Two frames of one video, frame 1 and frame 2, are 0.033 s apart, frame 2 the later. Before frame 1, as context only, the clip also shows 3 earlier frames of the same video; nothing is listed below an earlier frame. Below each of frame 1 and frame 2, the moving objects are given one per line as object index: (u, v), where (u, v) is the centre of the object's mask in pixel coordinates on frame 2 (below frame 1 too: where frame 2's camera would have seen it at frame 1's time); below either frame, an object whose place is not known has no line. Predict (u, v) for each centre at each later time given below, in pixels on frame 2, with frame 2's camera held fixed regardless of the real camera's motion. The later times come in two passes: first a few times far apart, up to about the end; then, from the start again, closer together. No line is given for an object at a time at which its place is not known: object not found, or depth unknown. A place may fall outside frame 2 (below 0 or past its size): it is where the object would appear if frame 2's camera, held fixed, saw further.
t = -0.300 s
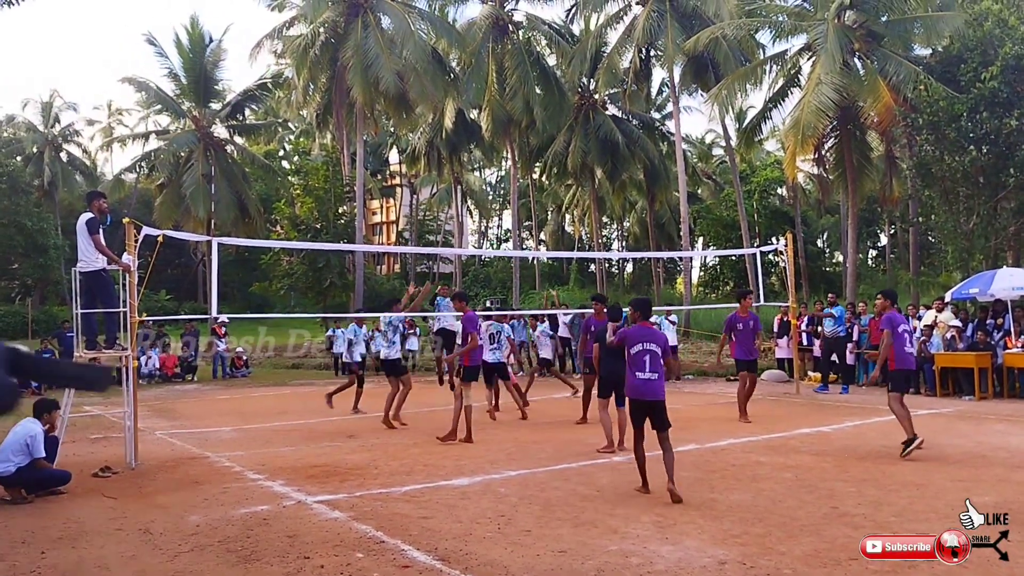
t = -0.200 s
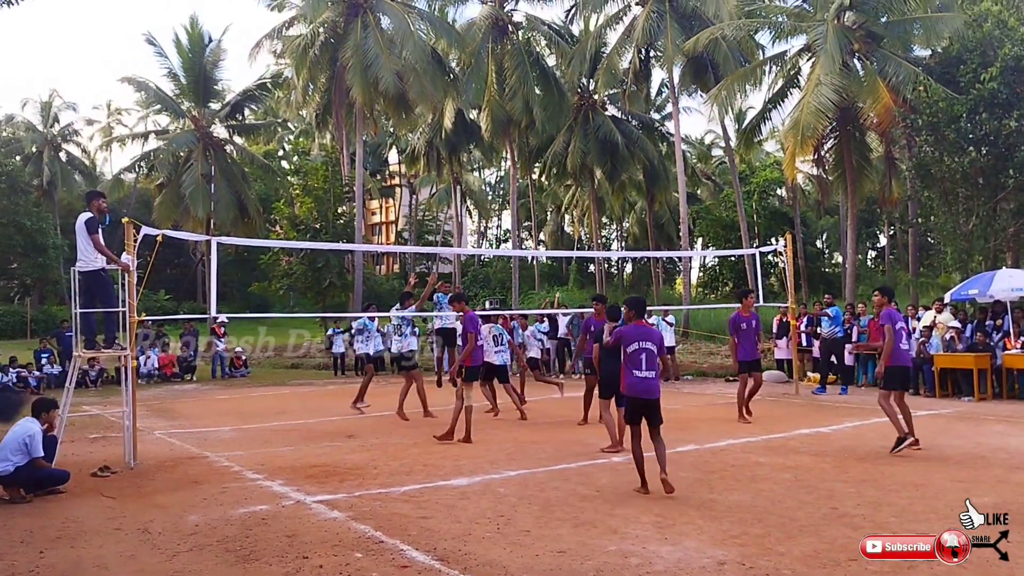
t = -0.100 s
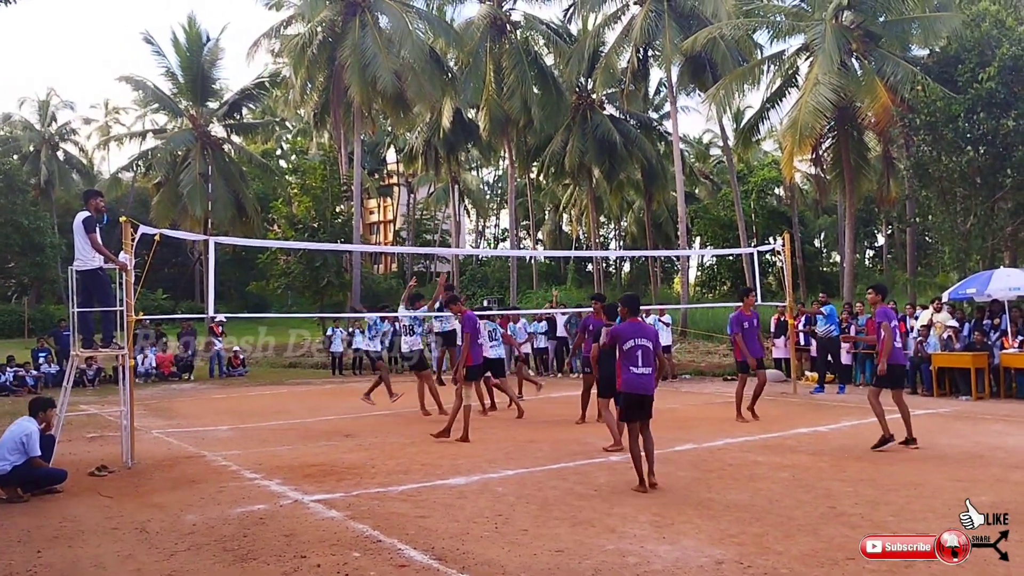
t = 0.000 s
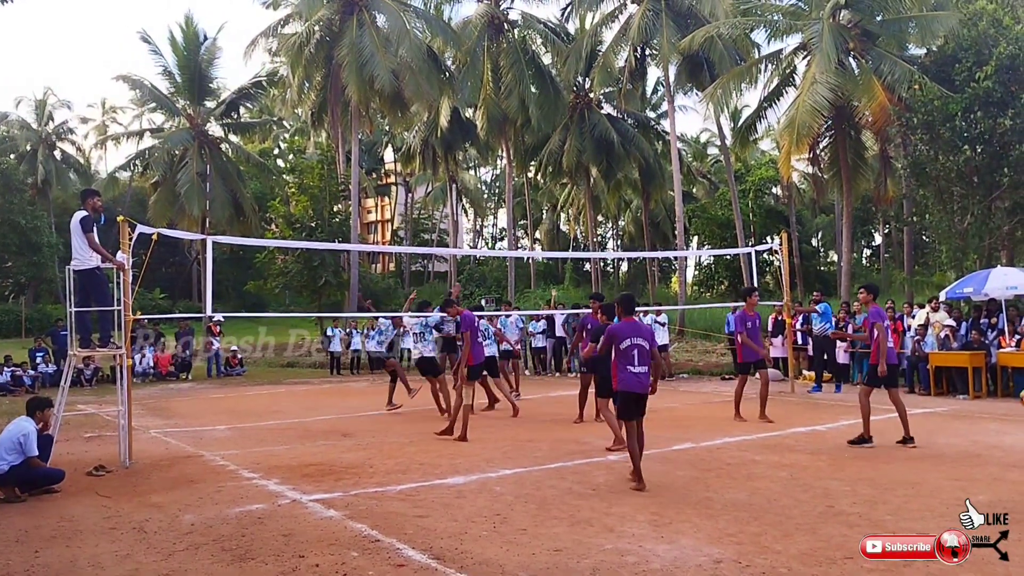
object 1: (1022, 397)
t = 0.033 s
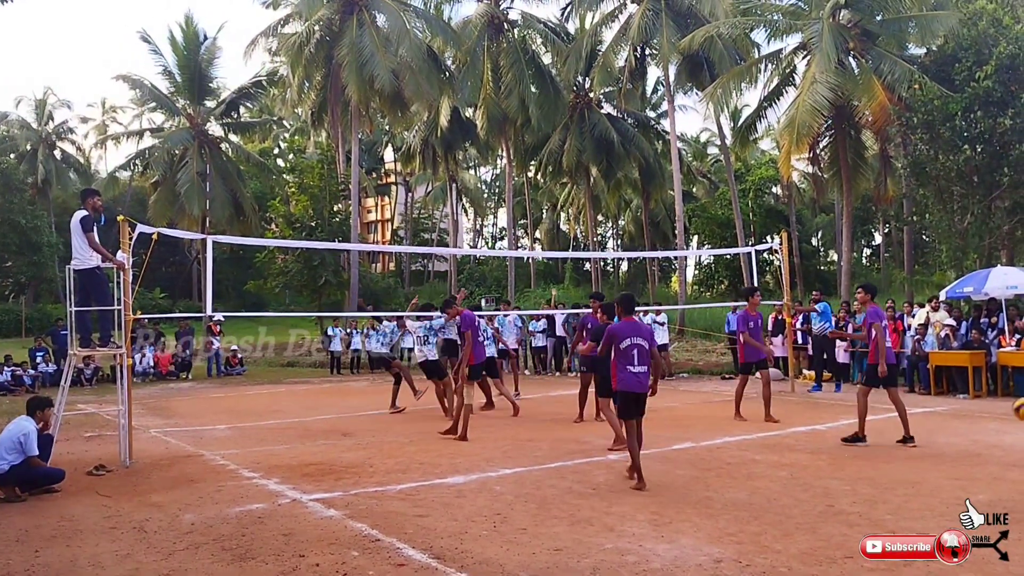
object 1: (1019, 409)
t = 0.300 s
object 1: (957, 427)
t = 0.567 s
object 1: (882, 410)
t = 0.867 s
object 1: (790, 490)
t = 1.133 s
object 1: (711, 447)
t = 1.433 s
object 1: (611, 503)
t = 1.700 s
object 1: (522, 483)
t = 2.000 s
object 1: (409, 527)
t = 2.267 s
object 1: (307, 525)
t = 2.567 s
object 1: (179, 547)
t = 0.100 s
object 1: (1010, 436)
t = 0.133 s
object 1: (1001, 449)
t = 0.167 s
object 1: (994, 464)
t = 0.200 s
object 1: (984, 454)
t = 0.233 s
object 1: (975, 445)
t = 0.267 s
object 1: (966, 436)
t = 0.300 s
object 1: (957, 427)
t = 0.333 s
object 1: (947, 421)
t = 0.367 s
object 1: (938, 416)
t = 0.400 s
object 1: (928, 413)
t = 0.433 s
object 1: (919, 409)
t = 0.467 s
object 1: (910, 408)
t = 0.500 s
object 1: (901, 408)
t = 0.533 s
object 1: (891, 408)
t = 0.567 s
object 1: (882, 410)
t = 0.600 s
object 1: (872, 414)
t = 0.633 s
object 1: (862, 419)
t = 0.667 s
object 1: (852, 425)
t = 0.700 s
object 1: (844, 433)
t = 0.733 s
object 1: (832, 442)
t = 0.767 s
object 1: (821, 452)
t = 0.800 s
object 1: (811, 464)
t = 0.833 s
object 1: (800, 478)
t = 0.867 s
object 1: (790, 490)
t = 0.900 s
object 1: (780, 481)
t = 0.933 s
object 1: (770, 472)
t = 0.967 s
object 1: (761, 464)
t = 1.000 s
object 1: (751, 458)
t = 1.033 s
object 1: (742, 453)
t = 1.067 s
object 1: (730, 449)
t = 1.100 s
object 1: (720, 447)
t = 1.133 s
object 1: (711, 447)
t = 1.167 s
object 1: (700, 447)
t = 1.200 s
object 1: (690, 448)
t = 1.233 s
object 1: (680, 451)
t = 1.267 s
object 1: (669, 456)
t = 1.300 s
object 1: (657, 462)
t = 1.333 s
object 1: (646, 470)
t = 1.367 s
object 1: (635, 480)
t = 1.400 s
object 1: (623, 491)
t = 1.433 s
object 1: (611, 503)
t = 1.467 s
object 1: (600, 515)
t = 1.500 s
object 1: (589, 505)
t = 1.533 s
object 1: (577, 498)
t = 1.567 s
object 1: (567, 493)
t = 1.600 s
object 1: (557, 489)
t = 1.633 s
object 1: (545, 485)
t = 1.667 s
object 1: (534, 484)
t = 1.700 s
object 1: (522, 483)
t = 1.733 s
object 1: (510, 485)
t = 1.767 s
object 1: (498, 488)
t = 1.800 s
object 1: (486, 492)
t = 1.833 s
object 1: (474, 500)
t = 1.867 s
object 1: (460, 507)
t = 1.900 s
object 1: (447, 516)
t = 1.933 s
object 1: (435, 527)
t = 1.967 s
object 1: (421, 535)
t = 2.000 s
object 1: (409, 527)
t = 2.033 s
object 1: (397, 521)
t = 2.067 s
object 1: (385, 518)
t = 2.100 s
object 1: (373, 514)
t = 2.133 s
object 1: (360, 513)
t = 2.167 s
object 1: (347, 514)
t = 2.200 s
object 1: (335, 516)
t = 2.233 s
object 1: (321, 519)
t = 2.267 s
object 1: (307, 525)
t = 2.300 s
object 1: (293, 533)
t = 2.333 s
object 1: (280, 542)
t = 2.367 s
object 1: (265, 553)
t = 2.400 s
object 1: (251, 562)
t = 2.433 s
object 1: (238, 555)
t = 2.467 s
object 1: (224, 550)
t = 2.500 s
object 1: (210, 547)
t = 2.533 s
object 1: (194, 545)
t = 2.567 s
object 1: (179, 547)
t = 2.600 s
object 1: (164, 548)
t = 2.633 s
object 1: (148, 553)
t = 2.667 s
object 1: (138, 558)
